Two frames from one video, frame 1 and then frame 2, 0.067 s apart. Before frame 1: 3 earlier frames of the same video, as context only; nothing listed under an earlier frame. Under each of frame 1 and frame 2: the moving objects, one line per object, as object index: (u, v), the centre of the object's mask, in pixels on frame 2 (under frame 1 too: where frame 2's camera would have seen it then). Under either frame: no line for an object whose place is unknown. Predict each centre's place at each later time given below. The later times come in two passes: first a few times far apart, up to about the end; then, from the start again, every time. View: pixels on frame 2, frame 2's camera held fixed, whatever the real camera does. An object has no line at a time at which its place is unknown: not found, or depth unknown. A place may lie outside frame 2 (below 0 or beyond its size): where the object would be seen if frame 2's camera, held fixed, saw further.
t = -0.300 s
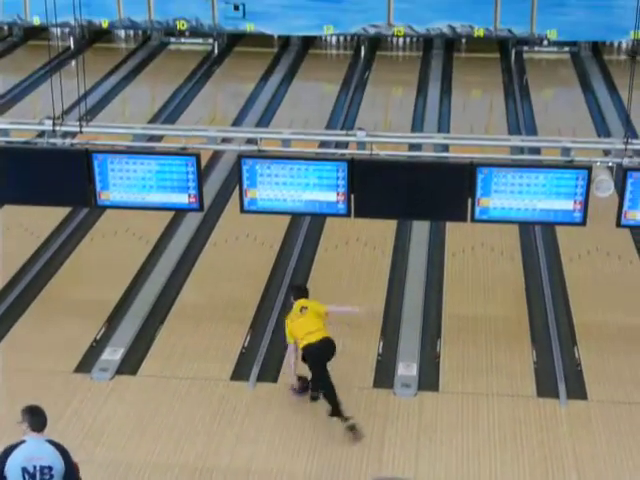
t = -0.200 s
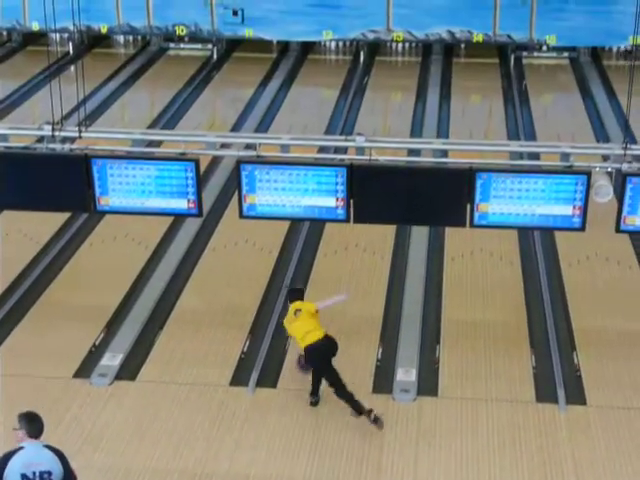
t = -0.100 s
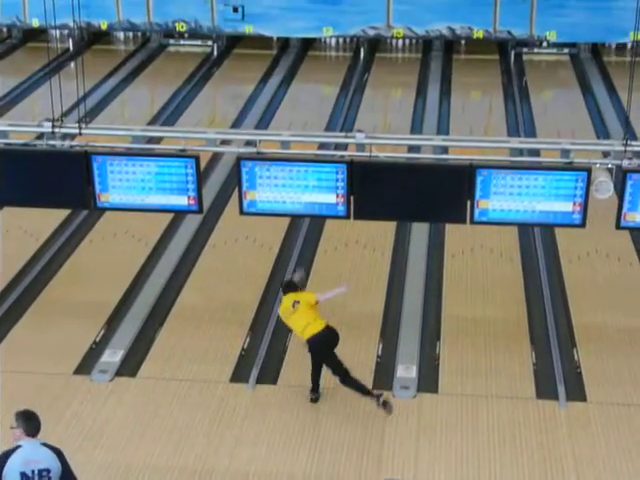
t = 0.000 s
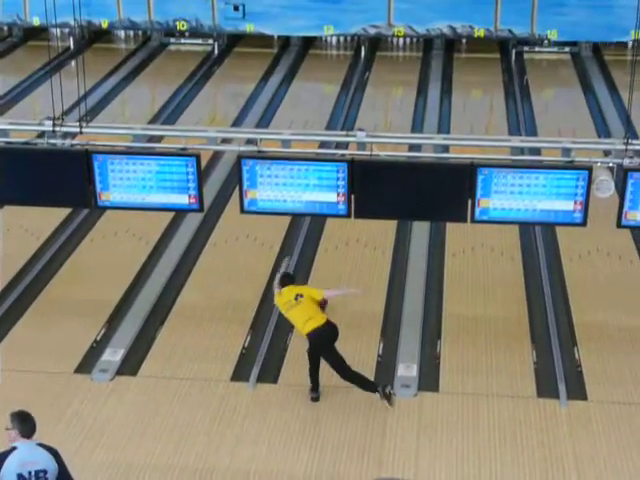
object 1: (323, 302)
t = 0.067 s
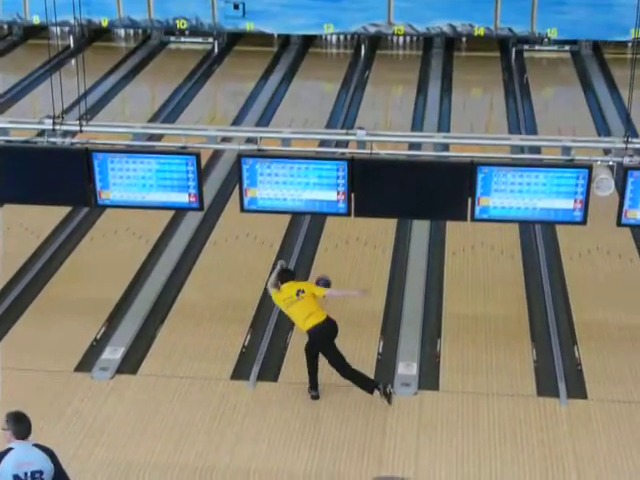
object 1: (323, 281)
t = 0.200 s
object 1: (330, 254)
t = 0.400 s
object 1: (338, 218)
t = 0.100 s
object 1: (324, 276)
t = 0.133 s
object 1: (326, 268)
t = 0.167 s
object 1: (327, 261)
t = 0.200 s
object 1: (330, 254)
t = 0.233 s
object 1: (331, 247)
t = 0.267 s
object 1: (332, 241)
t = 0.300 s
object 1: (333, 234)
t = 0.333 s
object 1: (335, 228)
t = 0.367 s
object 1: (336, 223)
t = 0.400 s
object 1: (338, 218)
